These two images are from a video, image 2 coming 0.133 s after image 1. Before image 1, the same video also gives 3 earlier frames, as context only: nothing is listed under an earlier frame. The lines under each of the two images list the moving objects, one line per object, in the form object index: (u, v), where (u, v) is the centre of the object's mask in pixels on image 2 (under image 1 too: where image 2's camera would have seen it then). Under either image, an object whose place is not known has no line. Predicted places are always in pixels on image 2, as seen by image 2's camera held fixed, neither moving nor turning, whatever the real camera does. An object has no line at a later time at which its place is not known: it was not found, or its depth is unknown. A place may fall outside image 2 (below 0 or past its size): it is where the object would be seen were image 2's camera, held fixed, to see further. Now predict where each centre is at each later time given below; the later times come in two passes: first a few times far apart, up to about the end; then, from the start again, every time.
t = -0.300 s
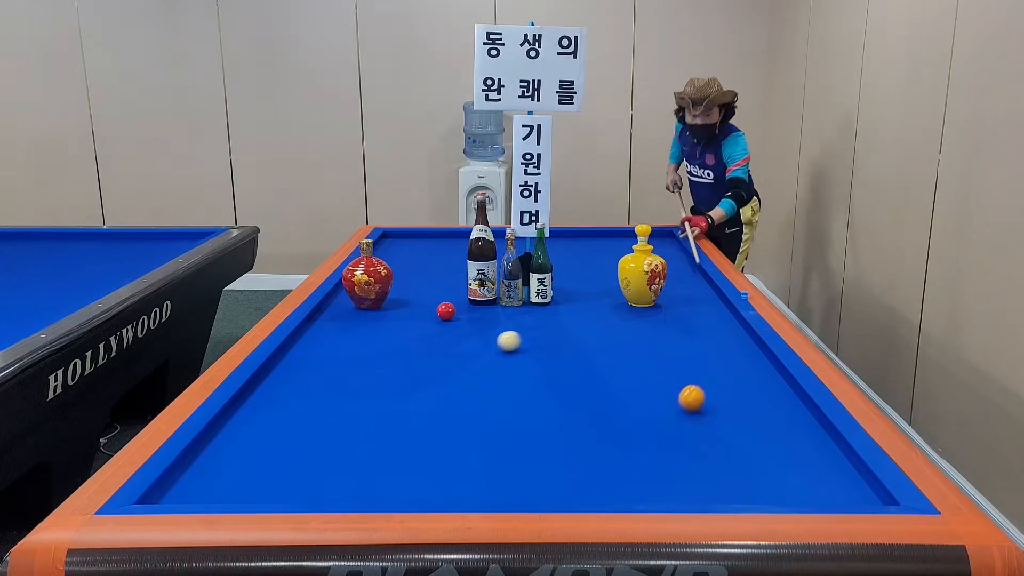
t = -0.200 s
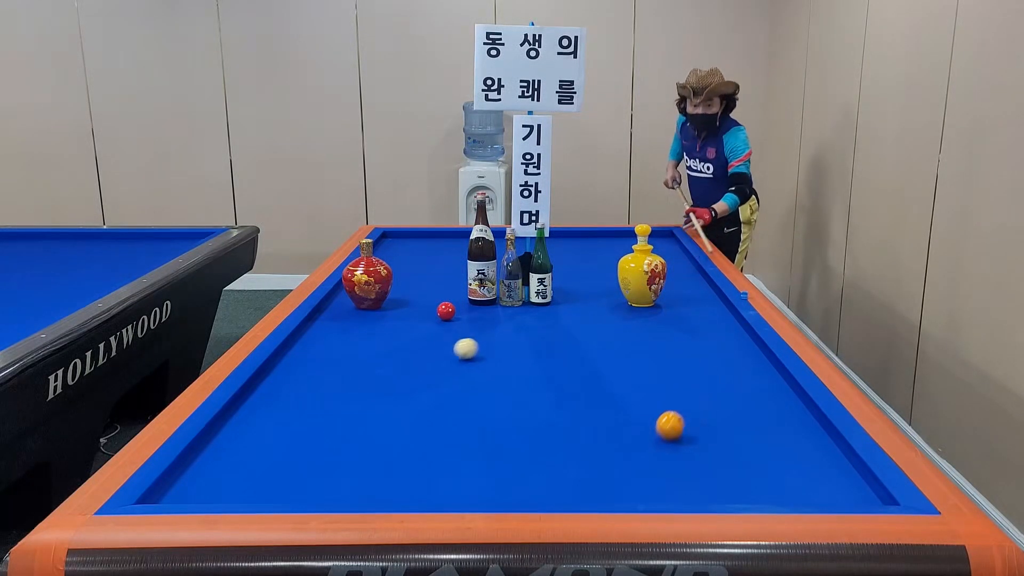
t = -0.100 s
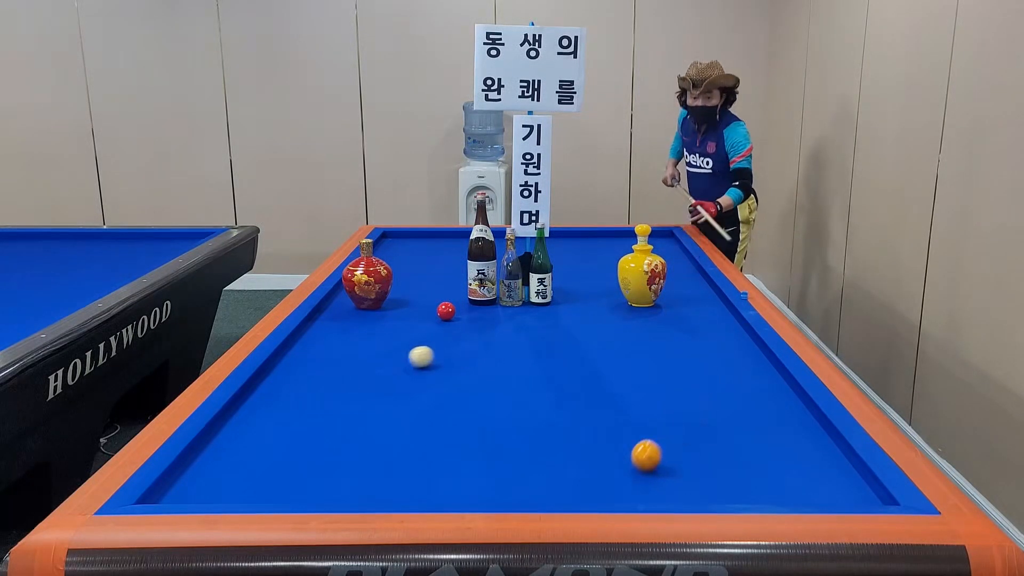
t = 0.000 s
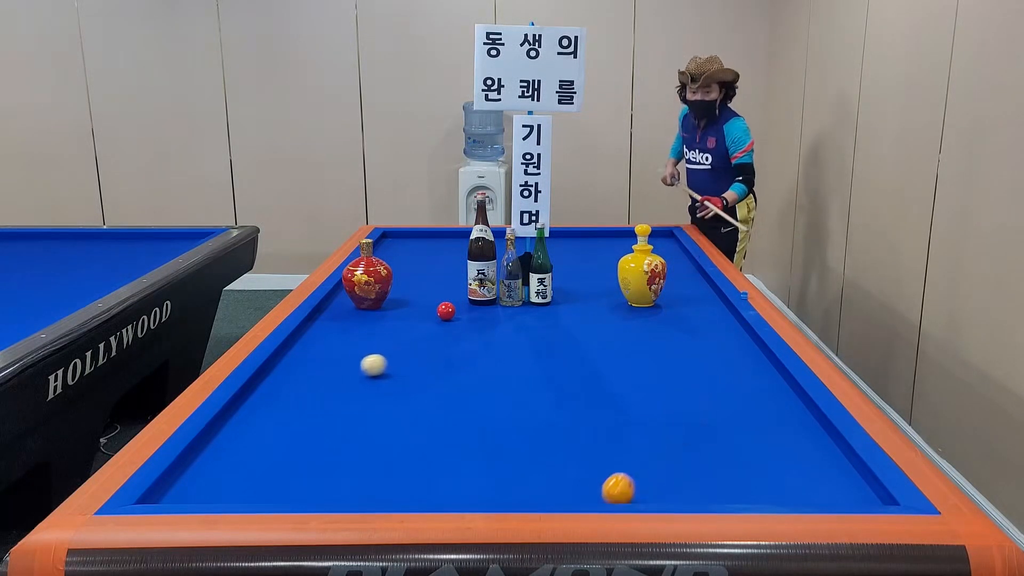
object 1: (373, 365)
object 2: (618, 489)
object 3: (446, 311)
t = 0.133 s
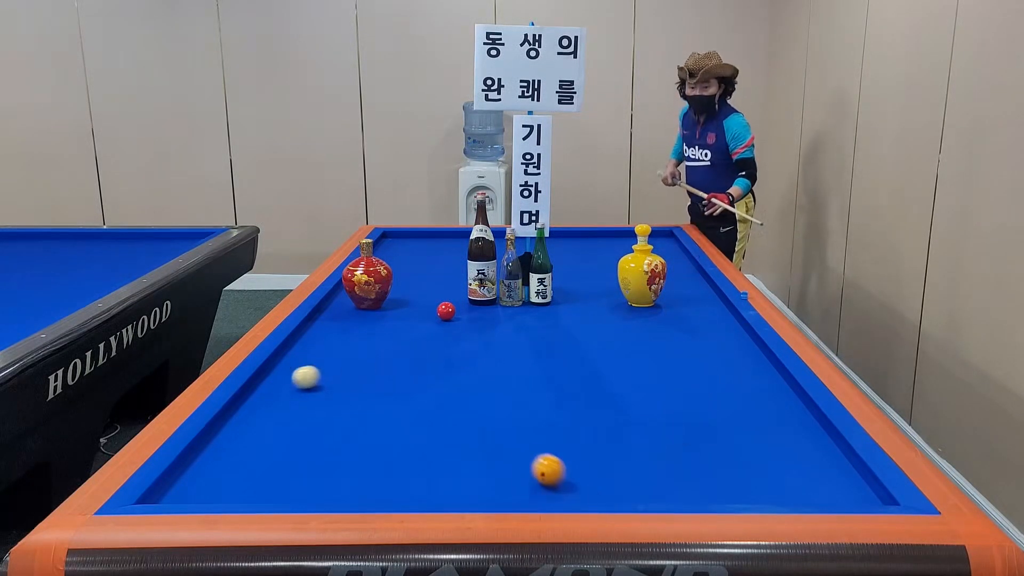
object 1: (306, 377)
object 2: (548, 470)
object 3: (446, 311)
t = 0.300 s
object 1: (274, 392)
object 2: (469, 437)
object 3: (446, 311)
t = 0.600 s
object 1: (345, 415)
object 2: (355, 395)
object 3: (446, 311)
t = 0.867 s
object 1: (410, 439)
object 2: (272, 369)
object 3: (446, 311)
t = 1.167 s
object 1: (493, 471)
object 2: (356, 340)
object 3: (446, 311)
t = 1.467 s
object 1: (586, 492)
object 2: (420, 317)
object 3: (446, 311)
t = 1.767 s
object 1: (667, 476)
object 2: (429, 304)
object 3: (490, 304)
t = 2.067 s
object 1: (741, 460)
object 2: (434, 294)
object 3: (529, 301)
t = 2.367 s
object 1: (808, 445)
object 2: (437, 285)
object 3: (564, 301)
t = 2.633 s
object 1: (801, 431)
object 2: (440, 278)
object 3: (595, 301)
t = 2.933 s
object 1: (753, 415)
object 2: (443, 270)
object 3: (626, 301)
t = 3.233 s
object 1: (710, 401)
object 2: (446, 264)
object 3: (642, 306)
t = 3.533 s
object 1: (673, 388)
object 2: (449, 258)
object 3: (658, 310)
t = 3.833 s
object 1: (639, 377)
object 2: (452, 252)
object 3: (673, 314)
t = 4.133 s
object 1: (608, 367)
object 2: (454, 247)
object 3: (688, 318)
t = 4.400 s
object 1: (583, 359)
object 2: (457, 243)
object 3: (701, 321)
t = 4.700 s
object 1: (558, 351)
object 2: (459, 239)
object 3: (715, 325)
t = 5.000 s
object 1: (534, 344)
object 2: (461, 235)
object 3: (728, 329)
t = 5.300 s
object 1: (513, 337)
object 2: (464, 233)
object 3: (740, 333)
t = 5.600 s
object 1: (494, 331)
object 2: (467, 234)
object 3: (745, 336)
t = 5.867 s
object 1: (478, 326)
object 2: (469, 235)
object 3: (743, 338)
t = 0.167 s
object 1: (288, 380)
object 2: (531, 462)
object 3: (446, 311)
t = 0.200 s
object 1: (270, 383)
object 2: (514, 455)
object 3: (446, 311)
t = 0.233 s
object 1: (254, 387)
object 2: (499, 448)
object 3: (446, 311)
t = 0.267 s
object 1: (263, 389)
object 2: (484, 442)
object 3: (446, 311)
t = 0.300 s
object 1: (274, 392)
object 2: (469, 437)
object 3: (446, 311)
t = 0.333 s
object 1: (283, 394)
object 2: (455, 432)
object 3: (446, 311)
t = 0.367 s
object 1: (292, 397)
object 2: (441, 427)
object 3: (446, 311)
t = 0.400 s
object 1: (301, 399)
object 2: (427, 422)
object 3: (446, 311)
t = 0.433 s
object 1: (308, 402)
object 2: (414, 418)
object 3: (446, 311)
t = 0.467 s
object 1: (315, 405)
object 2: (402, 414)
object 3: (446, 311)
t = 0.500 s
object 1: (323, 407)
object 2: (389, 409)
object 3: (446, 311)
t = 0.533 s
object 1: (330, 410)
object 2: (377, 405)
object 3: (446, 311)
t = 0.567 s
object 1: (338, 413)
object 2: (365, 401)
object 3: (446, 311)
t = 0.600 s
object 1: (345, 415)
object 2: (355, 395)
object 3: (446, 311)
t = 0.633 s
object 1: (353, 418)
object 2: (343, 393)
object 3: (446, 311)
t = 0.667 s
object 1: (361, 421)
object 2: (332, 389)
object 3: (446, 311)
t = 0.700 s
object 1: (369, 424)
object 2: (322, 386)
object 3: (446, 311)
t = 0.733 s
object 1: (377, 427)
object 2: (311, 382)
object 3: (446, 311)
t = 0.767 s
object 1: (385, 430)
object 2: (301, 379)
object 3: (446, 311)
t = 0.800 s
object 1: (393, 433)
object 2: (291, 375)
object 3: (446, 311)
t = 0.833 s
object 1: (402, 436)
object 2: (281, 372)
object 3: (446, 311)
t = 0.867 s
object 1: (410, 439)
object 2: (272, 369)
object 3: (446, 311)
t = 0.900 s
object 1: (419, 443)
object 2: (280, 365)
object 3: (446, 311)
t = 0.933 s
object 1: (428, 446)
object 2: (292, 362)
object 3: (446, 311)
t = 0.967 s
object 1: (436, 449)
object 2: (303, 358)
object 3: (446, 311)
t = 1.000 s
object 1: (446, 453)
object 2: (313, 355)
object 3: (446, 311)
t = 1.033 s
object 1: (455, 456)
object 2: (322, 352)
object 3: (446, 311)
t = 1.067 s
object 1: (464, 460)
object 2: (331, 349)
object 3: (446, 311)
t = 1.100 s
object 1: (474, 463)
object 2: (339, 346)
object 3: (446, 311)
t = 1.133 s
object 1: (483, 466)
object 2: (348, 342)
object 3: (446, 311)
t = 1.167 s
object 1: (493, 471)
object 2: (356, 340)
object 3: (446, 311)
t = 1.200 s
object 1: (503, 474)
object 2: (364, 337)
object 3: (446, 311)
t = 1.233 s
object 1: (513, 478)
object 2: (371, 334)
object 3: (446, 311)
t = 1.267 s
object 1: (523, 482)
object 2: (379, 332)
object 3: (446, 311)
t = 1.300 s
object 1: (534, 485)
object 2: (386, 329)
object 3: (446, 311)
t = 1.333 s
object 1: (544, 488)
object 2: (393, 327)
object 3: (446, 311)
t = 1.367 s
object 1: (555, 491)
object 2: (400, 324)
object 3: (446, 311)
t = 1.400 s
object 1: (566, 493)
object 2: (407, 321)
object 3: (446, 311)
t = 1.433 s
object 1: (576, 494)
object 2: (414, 319)
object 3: (446, 311)
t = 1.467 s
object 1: (586, 492)
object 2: (420, 317)
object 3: (446, 311)
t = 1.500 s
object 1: (595, 490)
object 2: (427, 314)
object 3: (446, 311)
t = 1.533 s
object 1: (605, 489)
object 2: (428, 313)
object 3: (451, 310)
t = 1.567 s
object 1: (614, 488)
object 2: (427, 312)
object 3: (458, 309)
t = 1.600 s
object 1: (623, 486)
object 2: (427, 310)
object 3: (464, 308)
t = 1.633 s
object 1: (632, 484)
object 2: (427, 309)
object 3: (470, 307)
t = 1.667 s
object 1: (641, 482)
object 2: (428, 308)
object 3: (475, 307)
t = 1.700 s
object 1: (650, 480)
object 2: (428, 307)
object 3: (480, 306)
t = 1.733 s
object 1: (659, 478)
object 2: (429, 306)
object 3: (485, 305)
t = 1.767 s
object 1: (667, 476)
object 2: (429, 304)
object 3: (490, 304)
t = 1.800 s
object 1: (676, 474)
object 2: (430, 303)
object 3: (495, 303)
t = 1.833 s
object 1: (684, 472)
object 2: (430, 302)
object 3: (499, 302)
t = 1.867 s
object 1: (693, 470)
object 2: (431, 301)
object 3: (504, 301)
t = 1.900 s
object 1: (701, 469)
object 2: (431, 300)
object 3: (508, 300)
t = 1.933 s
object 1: (709, 467)
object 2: (432, 299)
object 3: (513, 301)
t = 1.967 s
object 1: (718, 465)
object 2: (432, 297)
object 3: (517, 301)
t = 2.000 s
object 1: (726, 463)
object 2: (433, 296)
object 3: (521, 301)
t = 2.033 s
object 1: (733, 462)
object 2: (433, 295)
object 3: (525, 301)
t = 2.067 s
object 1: (741, 460)
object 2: (434, 294)
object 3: (529, 301)
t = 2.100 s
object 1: (749, 458)
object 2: (434, 293)
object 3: (533, 301)
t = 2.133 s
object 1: (757, 457)
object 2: (434, 292)
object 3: (537, 301)
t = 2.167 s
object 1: (764, 455)
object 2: (435, 291)
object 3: (541, 301)
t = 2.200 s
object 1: (772, 453)
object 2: (435, 290)
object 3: (545, 301)
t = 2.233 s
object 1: (779, 452)
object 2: (436, 289)
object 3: (549, 301)
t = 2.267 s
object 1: (786, 450)
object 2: (436, 288)
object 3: (553, 301)
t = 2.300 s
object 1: (794, 448)
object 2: (436, 287)
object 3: (557, 301)
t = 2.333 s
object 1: (801, 447)
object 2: (437, 286)
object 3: (560, 301)
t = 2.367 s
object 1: (808, 445)
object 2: (437, 285)
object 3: (564, 301)
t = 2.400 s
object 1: (815, 444)
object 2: (438, 284)
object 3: (568, 301)
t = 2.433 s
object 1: (821, 442)
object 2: (438, 283)
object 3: (572, 301)
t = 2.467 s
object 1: (829, 441)
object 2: (438, 282)
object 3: (576, 301)
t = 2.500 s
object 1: (826, 438)
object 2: (439, 281)
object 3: (580, 301)
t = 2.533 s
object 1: (819, 437)
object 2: (439, 280)
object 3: (583, 301)
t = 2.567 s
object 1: (813, 435)
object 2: (439, 280)
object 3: (587, 301)
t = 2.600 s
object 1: (807, 433)
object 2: (440, 279)
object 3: (591, 301)
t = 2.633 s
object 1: (801, 431)
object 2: (440, 278)
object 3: (595, 301)
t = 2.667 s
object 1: (796, 429)
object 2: (440, 277)
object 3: (598, 301)
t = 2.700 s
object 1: (790, 427)
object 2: (441, 276)
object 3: (602, 301)
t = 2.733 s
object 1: (784, 425)
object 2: (441, 275)
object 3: (606, 301)
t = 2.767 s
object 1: (779, 423)
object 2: (442, 274)
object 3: (610, 301)
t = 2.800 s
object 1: (774, 422)
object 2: (442, 274)
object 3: (613, 301)
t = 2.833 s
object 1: (768, 420)
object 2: (442, 273)
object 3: (616, 301)
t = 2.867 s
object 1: (763, 418)
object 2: (443, 272)
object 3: (621, 301)
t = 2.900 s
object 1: (758, 416)
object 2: (443, 271)
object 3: (625, 301)
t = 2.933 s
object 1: (753, 415)
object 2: (443, 270)
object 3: (626, 301)
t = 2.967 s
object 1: (748, 413)
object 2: (444, 270)
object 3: (627, 302)
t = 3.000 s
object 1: (743, 412)
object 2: (444, 269)
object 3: (629, 302)
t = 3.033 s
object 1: (738, 410)
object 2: (444, 268)
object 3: (631, 303)
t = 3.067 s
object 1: (733, 408)
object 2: (445, 267)
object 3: (633, 303)
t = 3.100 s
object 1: (729, 407)
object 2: (445, 267)
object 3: (635, 304)
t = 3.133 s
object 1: (724, 405)
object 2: (445, 266)
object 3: (636, 304)
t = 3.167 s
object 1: (719, 404)
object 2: (446, 265)
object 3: (638, 305)
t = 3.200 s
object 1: (715, 402)
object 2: (446, 264)
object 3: (639, 306)
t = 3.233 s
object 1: (710, 401)
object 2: (446, 264)
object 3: (642, 306)
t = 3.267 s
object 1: (706, 399)
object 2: (447, 263)
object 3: (644, 306)
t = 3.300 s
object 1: (702, 398)
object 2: (447, 262)
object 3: (646, 307)
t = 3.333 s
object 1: (697, 396)
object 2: (447, 262)
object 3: (648, 307)
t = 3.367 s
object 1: (693, 395)
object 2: (448, 261)
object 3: (649, 308)
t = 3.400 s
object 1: (689, 393)
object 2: (448, 260)
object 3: (651, 308)
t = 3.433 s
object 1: (685, 392)
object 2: (448, 260)
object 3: (653, 308)
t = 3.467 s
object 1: (681, 391)
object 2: (449, 259)
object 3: (655, 309)
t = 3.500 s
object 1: (677, 389)
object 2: (449, 258)
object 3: (656, 309)
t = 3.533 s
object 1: (673, 388)
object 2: (449, 258)
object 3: (658, 310)
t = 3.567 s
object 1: (668, 387)
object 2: (450, 257)
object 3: (659, 310)
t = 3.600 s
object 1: (665, 385)
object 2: (450, 256)
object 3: (661, 311)
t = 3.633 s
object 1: (661, 384)
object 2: (450, 256)
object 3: (663, 311)
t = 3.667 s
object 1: (657, 383)
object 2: (450, 255)
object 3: (665, 312)
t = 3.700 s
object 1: (653, 382)
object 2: (451, 255)
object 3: (666, 312)
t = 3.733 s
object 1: (650, 380)
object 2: (451, 254)
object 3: (668, 312)
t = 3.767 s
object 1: (646, 379)
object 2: (452, 253)
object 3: (670, 313)
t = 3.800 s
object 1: (642, 378)
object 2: (452, 253)
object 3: (671, 313)
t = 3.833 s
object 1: (639, 377)
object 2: (452, 252)
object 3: (673, 314)
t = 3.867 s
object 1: (635, 376)
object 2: (452, 252)
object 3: (675, 314)
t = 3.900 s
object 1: (632, 375)
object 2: (453, 251)
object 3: (676, 315)
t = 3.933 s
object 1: (628, 373)
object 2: (453, 250)
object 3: (678, 315)
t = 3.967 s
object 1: (625, 372)
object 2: (453, 250)
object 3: (680, 316)
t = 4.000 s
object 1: (621, 371)
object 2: (453, 249)
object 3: (681, 316)
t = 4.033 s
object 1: (618, 370)
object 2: (454, 249)
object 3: (683, 317)
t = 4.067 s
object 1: (614, 369)
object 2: (454, 248)
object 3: (685, 317)
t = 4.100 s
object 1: (611, 368)
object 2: (454, 248)
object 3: (686, 317)
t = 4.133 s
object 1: (608, 367)
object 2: (454, 247)
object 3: (688, 318)
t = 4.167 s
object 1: (605, 366)
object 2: (455, 247)
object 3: (689, 318)
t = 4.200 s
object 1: (602, 365)
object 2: (455, 246)
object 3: (691, 319)
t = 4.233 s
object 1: (599, 364)
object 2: (455, 246)
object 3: (693, 319)
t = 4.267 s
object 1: (595, 363)
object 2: (456, 245)
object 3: (694, 320)
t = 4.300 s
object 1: (592, 362)
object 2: (456, 245)
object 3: (696, 320)
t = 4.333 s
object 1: (589, 361)
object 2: (456, 244)
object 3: (698, 321)
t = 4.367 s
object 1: (586, 360)
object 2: (457, 243)
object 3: (699, 321)
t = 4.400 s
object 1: (583, 359)
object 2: (457, 243)
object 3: (701, 321)
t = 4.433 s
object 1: (580, 358)
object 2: (457, 243)
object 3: (702, 322)
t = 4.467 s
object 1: (577, 357)
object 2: (458, 242)
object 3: (704, 322)
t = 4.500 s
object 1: (574, 357)
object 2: (458, 241)
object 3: (706, 323)
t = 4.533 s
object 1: (572, 355)
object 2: (458, 241)
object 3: (707, 323)
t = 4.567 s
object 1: (569, 355)
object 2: (458, 241)
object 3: (709, 324)
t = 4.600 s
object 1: (566, 354)
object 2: (459, 240)
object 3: (710, 324)
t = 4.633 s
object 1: (563, 353)
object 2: (459, 240)
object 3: (712, 324)
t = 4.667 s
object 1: (560, 352)
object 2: (459, 239)
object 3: (713, 325)
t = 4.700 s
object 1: (558, 351)
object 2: (459, 239)
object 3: (715, 325)
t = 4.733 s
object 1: (555, 350)
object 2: (459, 238)
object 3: (716, 325)
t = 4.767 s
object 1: (552, 350)
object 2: (460, 238)
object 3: (718, 326)
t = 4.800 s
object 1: (550, 349)
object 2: (460, 238)
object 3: (719, 326)
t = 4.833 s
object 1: (547, 348)
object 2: (460, 237)
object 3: (721, 327)
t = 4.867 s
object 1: (545, 347)
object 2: (460, 237)
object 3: (722, 327)
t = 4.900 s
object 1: (542, 346)
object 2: (461, 236)
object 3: (724, 328)
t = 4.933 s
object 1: (539, 345)
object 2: (461, 236)
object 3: (725, 328)
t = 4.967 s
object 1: (537, 344)
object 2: (461, 235)
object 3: (726, 329)
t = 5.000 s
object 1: (534, 344)
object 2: (461, 235)
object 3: (728, 329)
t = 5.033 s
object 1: (532, 343)
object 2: (461, 235)
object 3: (729, 329)
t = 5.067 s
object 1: (530, 342)
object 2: (462, 234)
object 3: (731, 330)
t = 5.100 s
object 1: (527, 341)
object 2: (462, 234)
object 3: (732, 330)
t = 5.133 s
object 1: (525, 341)
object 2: (462, 233)
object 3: (733, 331)
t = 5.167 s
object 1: (523, 340)
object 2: (462, 233)
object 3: (735, 331)
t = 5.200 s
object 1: (520, 339)
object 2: (462, 233)
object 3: (736, 331)
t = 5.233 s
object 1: (518, 339)
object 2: (463, 233)
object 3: (738, 332)
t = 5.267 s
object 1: (515, 338)
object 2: (464, 233)
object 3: (739, 332)
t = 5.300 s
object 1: (513, 337)
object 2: (464, 233)
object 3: (740, 333)
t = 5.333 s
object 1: (511, 336)
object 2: (464, 233)
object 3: (741, 333)
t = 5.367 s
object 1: (509, 336)
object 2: (465, 234)
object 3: (743, 333)
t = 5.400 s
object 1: (507, 335)
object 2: (465, 234)
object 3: (744, 334)
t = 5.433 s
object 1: (505, 334)
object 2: (465, 234)
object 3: (745, 334)
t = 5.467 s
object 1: (503, 334)
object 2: (466, 234)
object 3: (746, 335)
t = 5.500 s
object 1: (500, 333)
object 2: (466, 234)
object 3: (746, 335)
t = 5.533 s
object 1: (498, 332)
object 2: (466, 234)
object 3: (746, 335)
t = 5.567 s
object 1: (496, 332)
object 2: (467, 234)
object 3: (746, 335)
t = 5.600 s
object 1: (494, 331)
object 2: (467, 234)
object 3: (745, 336)
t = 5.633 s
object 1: (492, 330)
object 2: (467, 235)
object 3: (745, 336)
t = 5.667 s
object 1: (490, 330)
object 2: (467, 234)
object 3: (745, 336)
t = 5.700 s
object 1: (488, 329)
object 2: (468, 235)
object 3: (745, 336)
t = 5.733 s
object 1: (486, 329)
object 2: (468, 235)
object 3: (744, 337)
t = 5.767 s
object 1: (484, 328)
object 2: (468, 235)
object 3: (744, 337)
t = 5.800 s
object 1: (482, 327)
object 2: (468, 235)
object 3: (744, 337)
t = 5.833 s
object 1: (480, 327)
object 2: (468, 235)
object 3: (743, 338)
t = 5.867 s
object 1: (478, 326)
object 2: (469, 235)
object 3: (743, 338)
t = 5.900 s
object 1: (476, 326)
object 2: (469, 235)
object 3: (743, 338)
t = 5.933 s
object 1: (474, 325)
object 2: (469, 235)
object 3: (743, 338)
